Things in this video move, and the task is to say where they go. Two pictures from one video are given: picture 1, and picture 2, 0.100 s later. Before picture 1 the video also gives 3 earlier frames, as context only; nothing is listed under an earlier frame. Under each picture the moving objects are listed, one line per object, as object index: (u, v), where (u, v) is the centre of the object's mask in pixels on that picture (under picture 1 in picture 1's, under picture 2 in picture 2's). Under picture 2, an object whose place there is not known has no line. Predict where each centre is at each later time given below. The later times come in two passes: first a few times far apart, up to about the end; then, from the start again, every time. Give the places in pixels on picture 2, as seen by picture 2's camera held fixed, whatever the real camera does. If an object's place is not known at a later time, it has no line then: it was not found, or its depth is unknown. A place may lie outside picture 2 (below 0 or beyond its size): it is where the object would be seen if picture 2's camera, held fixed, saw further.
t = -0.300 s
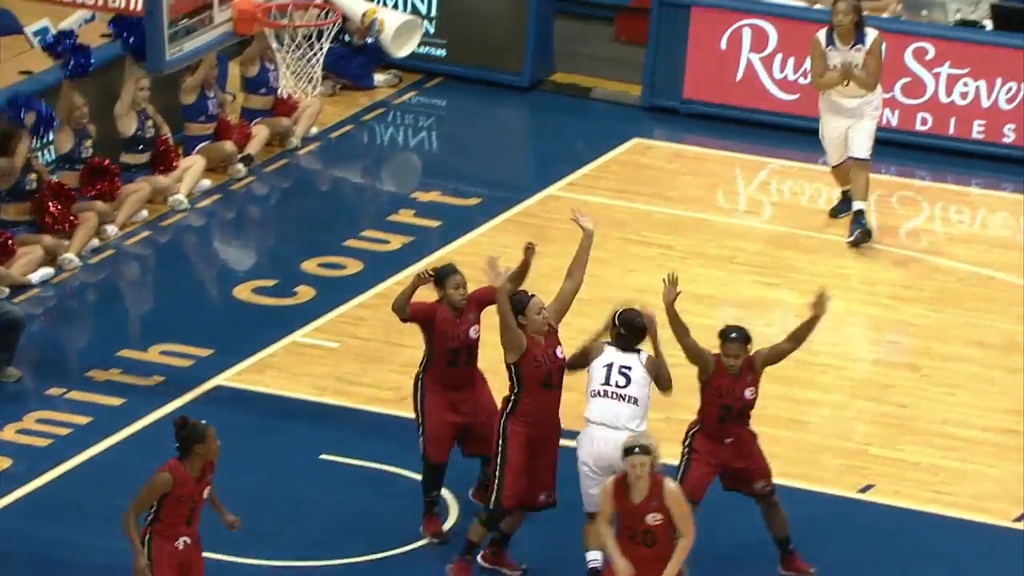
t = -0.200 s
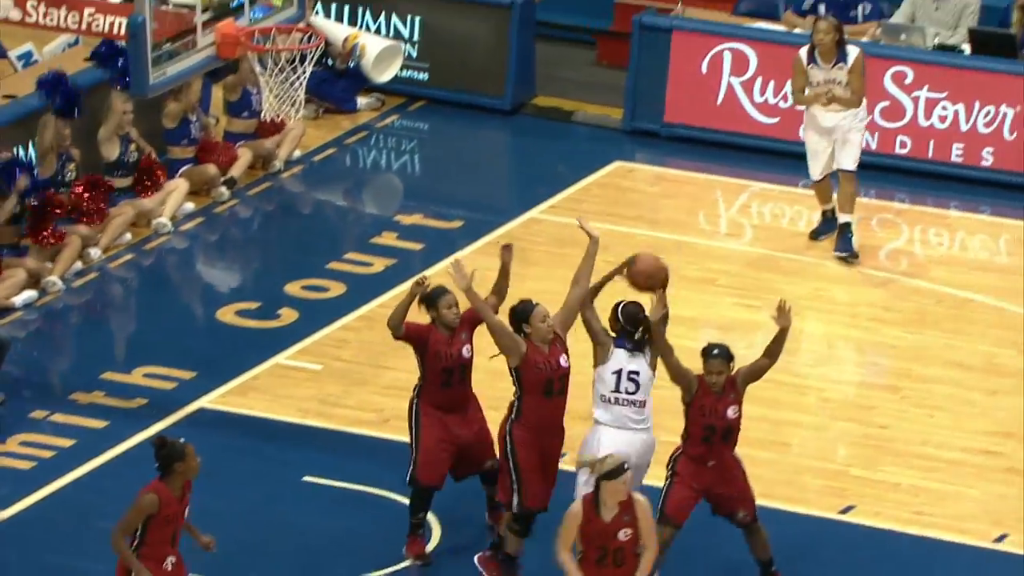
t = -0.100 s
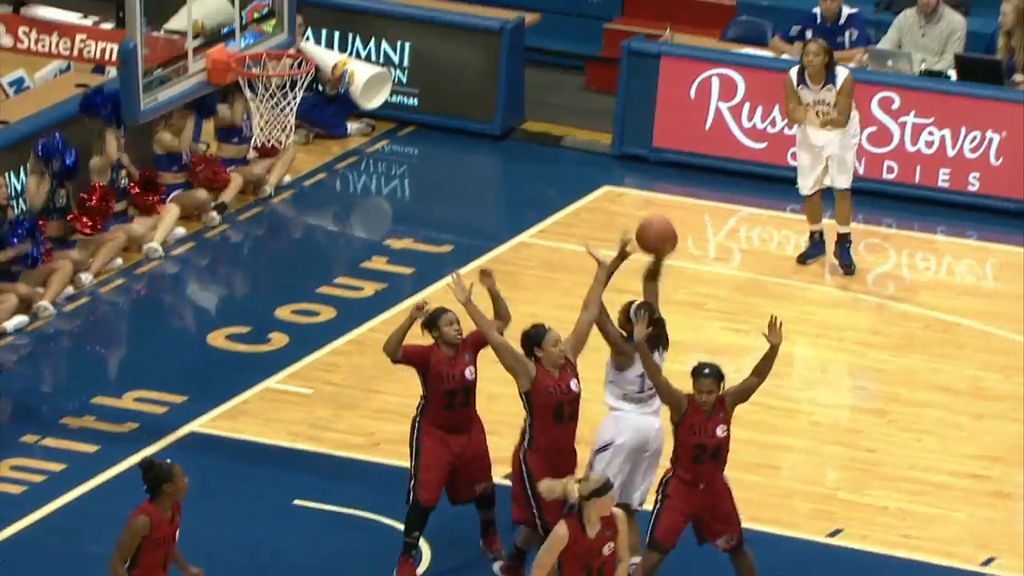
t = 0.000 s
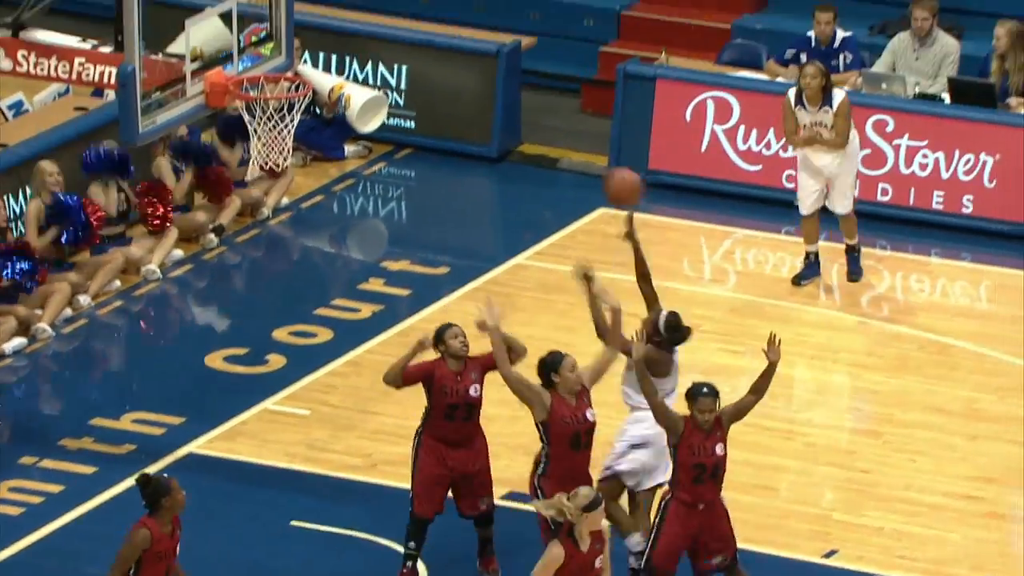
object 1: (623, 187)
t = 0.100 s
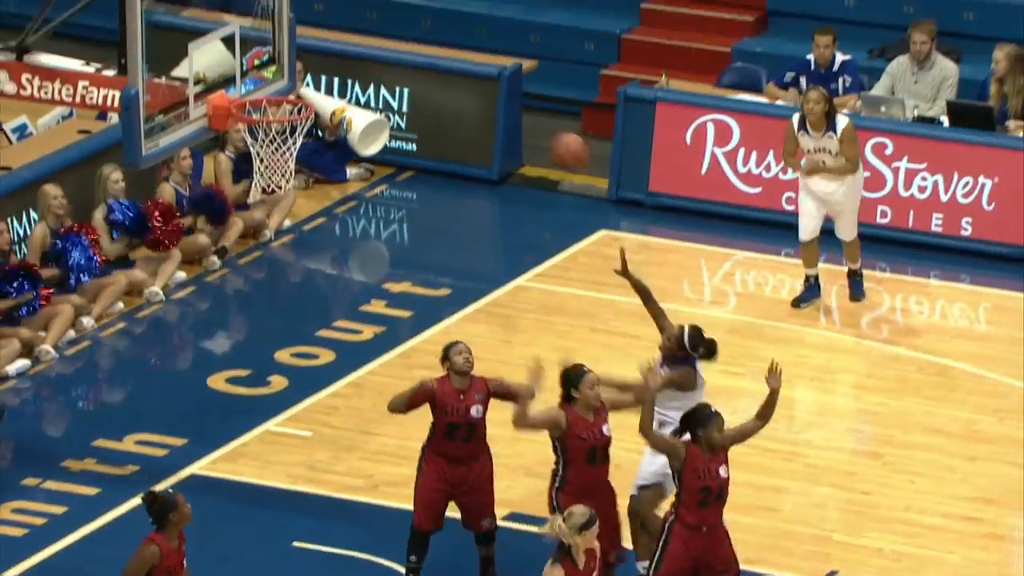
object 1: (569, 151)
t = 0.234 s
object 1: (498, 101)
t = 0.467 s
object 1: (373, 78)
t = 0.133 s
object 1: (552, 136)
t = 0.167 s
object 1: (533, 122)
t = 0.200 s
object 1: (515, 110)
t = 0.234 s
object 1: (498, 101)
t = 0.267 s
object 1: (479, 92)
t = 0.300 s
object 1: (461, 85)
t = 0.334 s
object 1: (443, 81)
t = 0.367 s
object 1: (426, 78)
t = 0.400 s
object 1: (408, 77)
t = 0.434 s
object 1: (391, 75)
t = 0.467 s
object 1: (373, 78)
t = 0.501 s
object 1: (355, 82)
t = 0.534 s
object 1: (338, 87)
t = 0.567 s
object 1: (319, 94)
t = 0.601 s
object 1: (312, 91)
